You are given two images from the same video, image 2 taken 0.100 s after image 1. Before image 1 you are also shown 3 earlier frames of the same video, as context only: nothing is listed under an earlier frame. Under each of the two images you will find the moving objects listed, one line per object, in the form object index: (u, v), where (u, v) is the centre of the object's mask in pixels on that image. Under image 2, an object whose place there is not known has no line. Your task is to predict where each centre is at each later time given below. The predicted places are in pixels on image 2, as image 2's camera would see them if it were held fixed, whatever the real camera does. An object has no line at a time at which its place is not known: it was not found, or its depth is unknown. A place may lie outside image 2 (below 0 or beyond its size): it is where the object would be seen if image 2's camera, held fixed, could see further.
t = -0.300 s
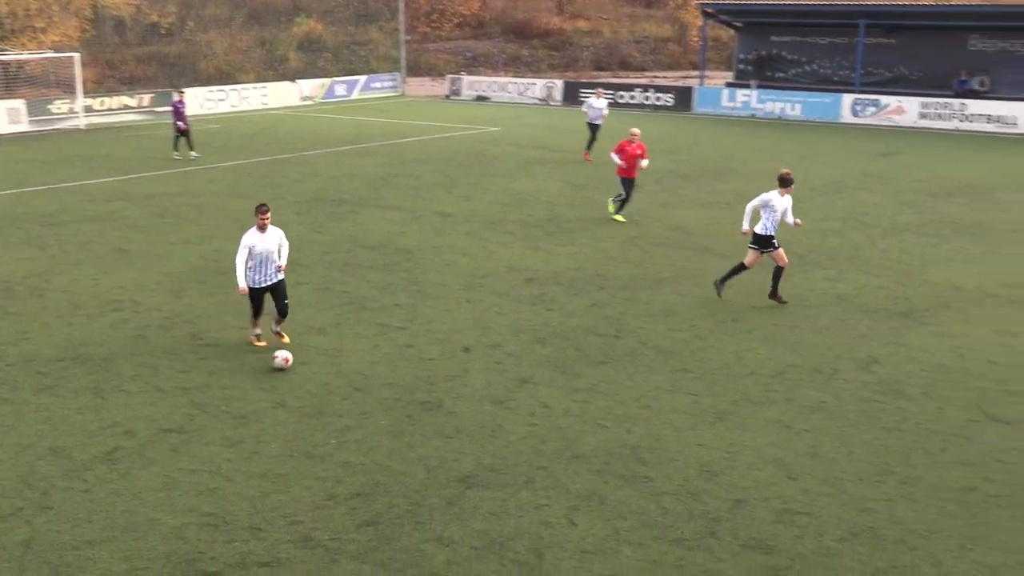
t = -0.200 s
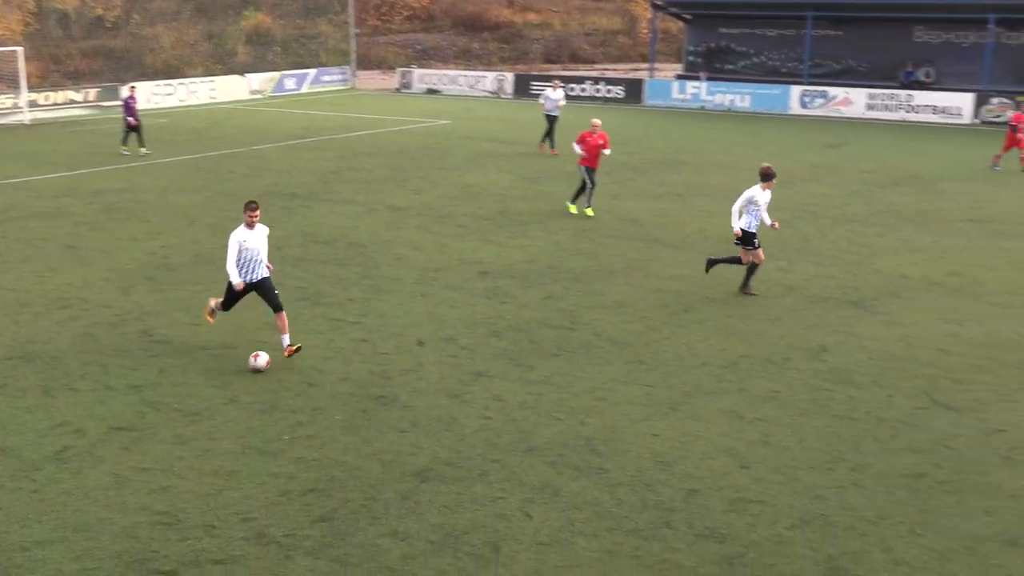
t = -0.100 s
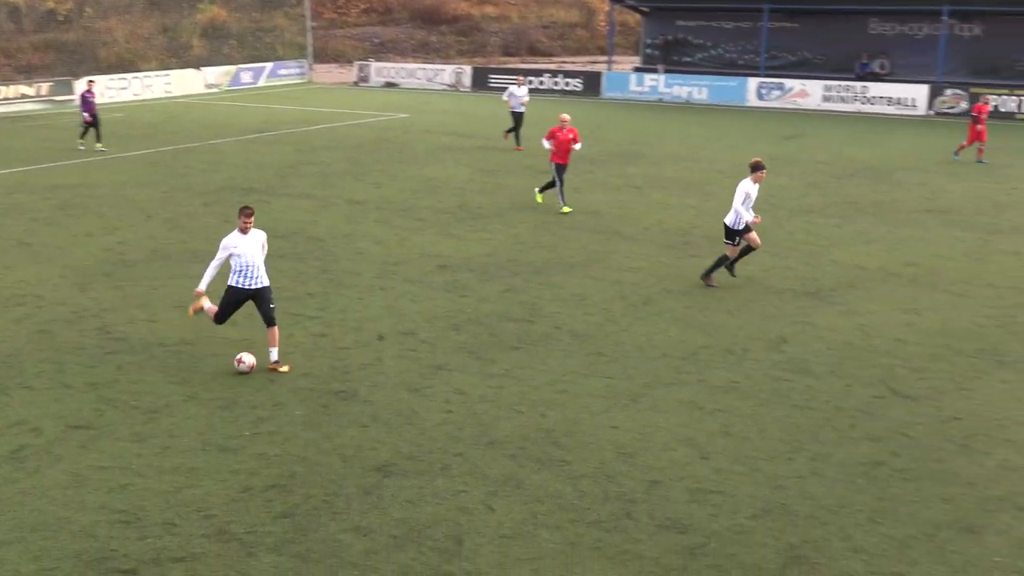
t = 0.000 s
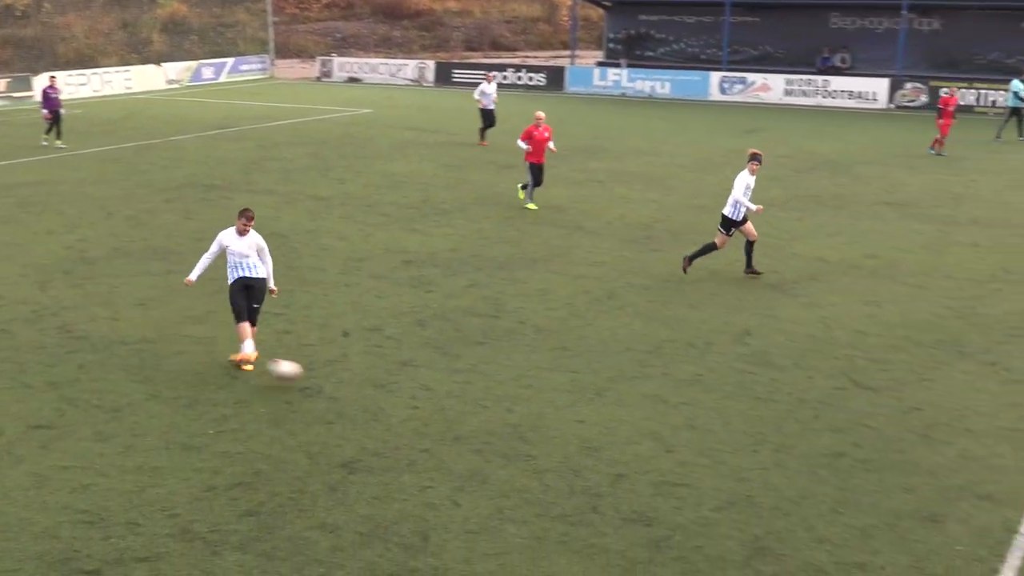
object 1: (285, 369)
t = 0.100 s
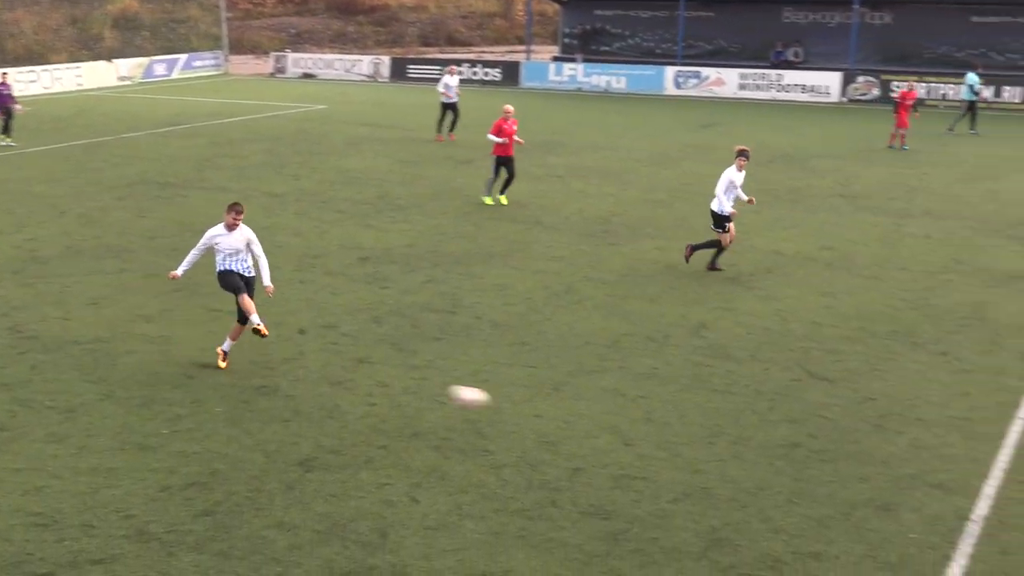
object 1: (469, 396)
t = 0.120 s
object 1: (521, 405)
